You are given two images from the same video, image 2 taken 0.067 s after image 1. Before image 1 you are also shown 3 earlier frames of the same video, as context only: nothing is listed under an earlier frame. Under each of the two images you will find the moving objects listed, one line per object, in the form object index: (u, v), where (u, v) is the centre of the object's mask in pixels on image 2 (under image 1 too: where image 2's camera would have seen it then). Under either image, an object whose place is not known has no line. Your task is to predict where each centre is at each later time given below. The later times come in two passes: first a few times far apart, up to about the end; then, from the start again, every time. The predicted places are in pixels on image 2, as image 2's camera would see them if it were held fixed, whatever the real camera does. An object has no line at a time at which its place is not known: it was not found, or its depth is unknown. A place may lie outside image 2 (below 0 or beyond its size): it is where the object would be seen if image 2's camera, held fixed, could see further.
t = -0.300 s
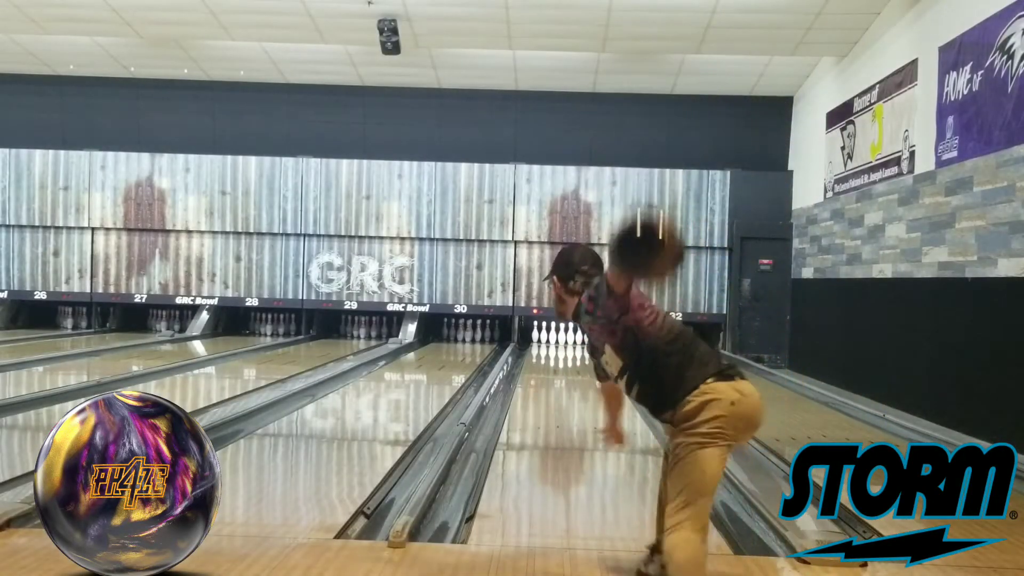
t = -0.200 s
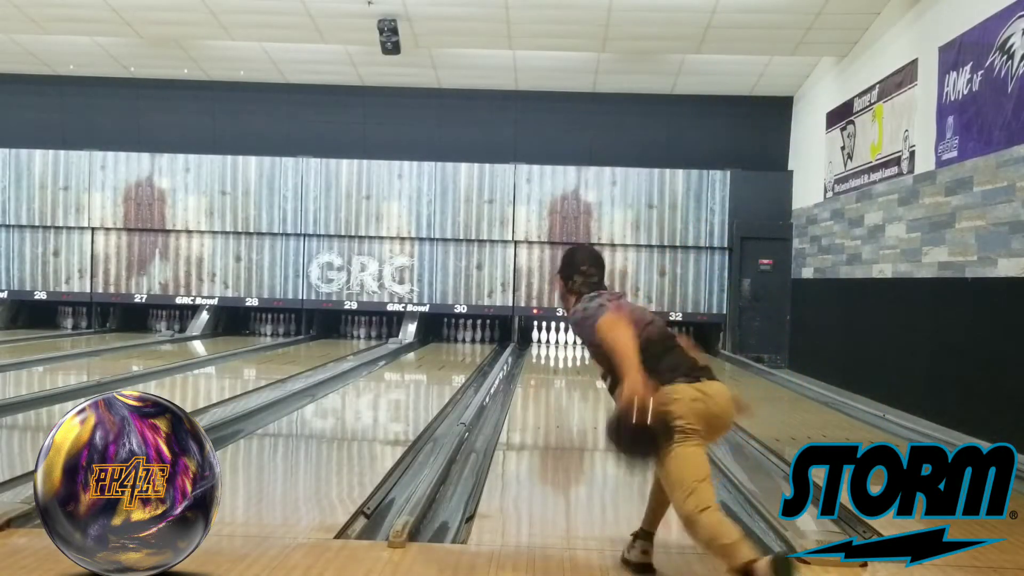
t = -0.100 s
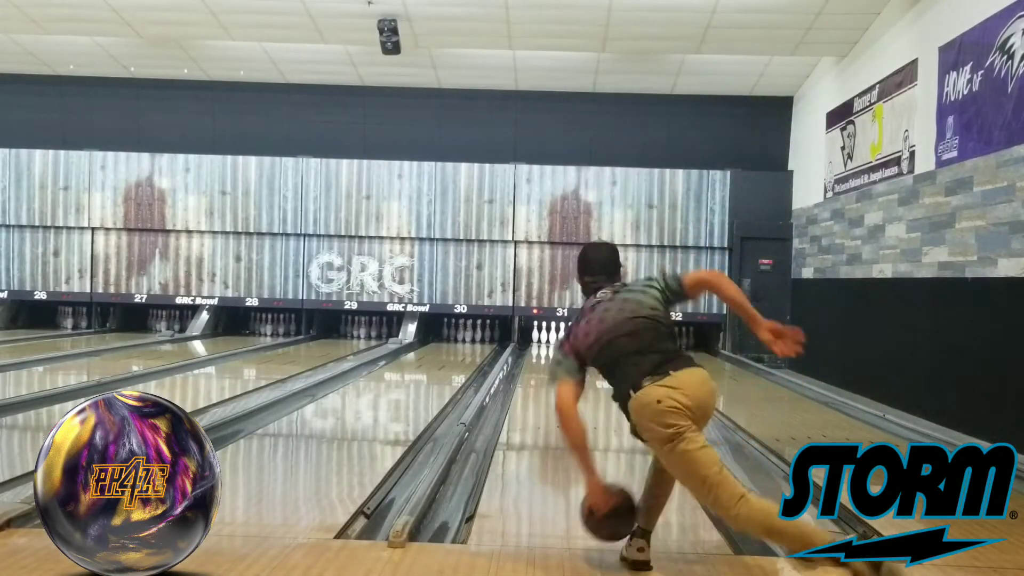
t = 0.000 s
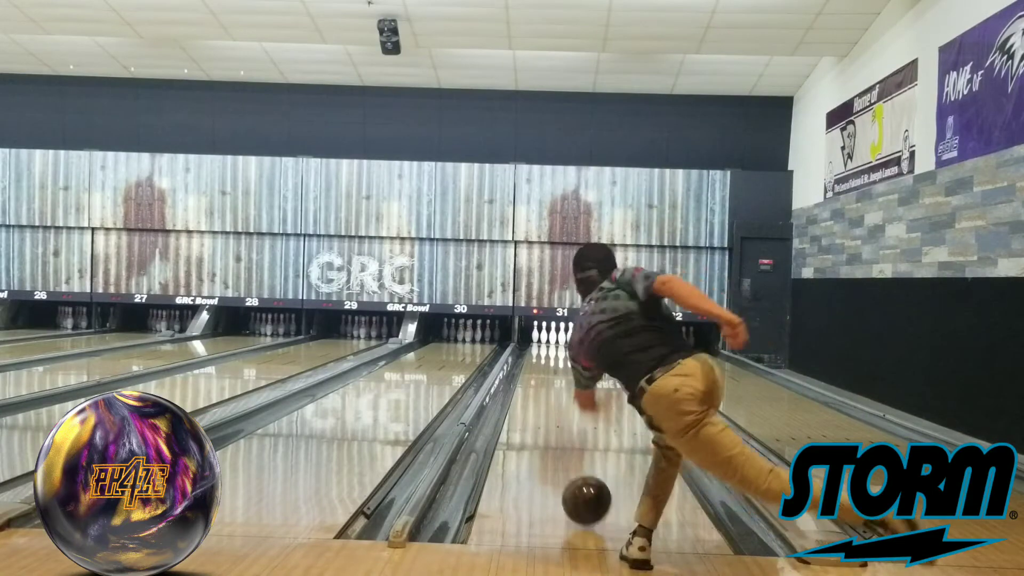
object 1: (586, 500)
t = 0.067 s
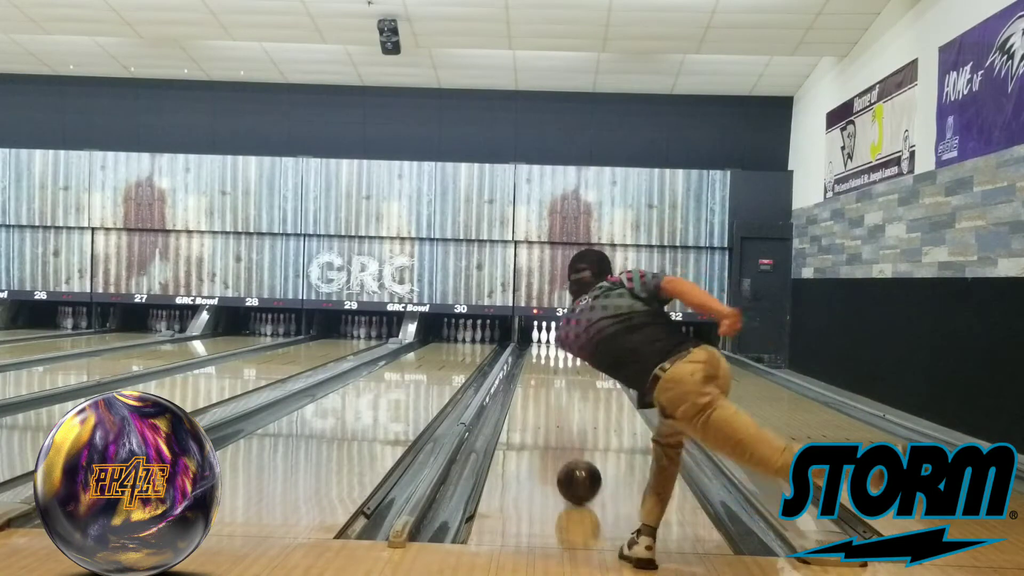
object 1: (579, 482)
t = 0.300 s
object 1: (562, 431)
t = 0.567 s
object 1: (552, 400)
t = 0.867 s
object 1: (545, 377)
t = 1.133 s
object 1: (543, 363)
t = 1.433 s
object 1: (541, 352)
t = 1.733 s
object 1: (546, 345)
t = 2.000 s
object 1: (556, 340)
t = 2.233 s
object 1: (560, 338)
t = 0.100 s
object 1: (576, 473)
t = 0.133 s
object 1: (573, 464)
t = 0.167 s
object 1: (571, 456)
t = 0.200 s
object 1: (568, 449)
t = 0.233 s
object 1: (566, 443)
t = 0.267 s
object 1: (564, 437)
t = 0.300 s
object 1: (562, 431)
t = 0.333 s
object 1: (560, 426)
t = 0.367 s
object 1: (559, 421)
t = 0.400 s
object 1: (558, 417)
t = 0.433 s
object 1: (556, 413)
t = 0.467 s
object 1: (555, 410)
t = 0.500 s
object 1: (554, 406)
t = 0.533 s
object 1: (553, 403)
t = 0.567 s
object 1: (552, 400)
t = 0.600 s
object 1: (551, 396)
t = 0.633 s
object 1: (550, 393)
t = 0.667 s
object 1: (550, 391)
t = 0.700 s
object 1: (548, 388)
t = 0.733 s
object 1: (548, 386)
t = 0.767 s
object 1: (548, 383)
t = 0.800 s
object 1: (547, 381)
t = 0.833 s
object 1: (546, 379)
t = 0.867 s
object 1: (545, 377)
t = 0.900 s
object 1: (545, 375)
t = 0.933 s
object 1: (545, 374)
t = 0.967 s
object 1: (544, 371)
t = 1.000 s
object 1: (544, 369)
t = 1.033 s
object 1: (544, 367)
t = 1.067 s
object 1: (543, 365)
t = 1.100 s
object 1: (543, 364)
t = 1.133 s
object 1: (543, 363)
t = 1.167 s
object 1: (542, 361)
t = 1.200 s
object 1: (542, 360)
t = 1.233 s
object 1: (542, 359)
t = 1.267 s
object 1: (542, 357)
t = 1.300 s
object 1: (542, 356)
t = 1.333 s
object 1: (542, 355)
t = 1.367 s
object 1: (542, 354)
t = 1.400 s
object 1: (542, 353)
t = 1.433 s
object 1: (541, 352)
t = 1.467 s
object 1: (542, 351)
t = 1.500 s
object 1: (542, 350)
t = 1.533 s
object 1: (542, 350)
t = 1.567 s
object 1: (543, 348)
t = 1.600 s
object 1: (544, 347)
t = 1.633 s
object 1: (544, 347)
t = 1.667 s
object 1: (544, 346)
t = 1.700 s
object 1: (545, 345)
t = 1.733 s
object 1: (546, 345)
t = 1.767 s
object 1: (547, 344)
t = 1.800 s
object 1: (548, 343)
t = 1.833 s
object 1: (549, 343)
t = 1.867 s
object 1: (550, 342)
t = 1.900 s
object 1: (552, 342)
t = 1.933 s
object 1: (553, 340)
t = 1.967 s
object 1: (554, 340)
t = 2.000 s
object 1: (556, 340)
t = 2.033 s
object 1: (556, 340)
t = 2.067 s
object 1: (557, 339)
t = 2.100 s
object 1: (558, 339)
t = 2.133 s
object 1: (557, 339)
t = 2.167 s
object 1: (558, 339)
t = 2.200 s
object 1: (559, 338)
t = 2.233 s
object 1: (560, 338)
